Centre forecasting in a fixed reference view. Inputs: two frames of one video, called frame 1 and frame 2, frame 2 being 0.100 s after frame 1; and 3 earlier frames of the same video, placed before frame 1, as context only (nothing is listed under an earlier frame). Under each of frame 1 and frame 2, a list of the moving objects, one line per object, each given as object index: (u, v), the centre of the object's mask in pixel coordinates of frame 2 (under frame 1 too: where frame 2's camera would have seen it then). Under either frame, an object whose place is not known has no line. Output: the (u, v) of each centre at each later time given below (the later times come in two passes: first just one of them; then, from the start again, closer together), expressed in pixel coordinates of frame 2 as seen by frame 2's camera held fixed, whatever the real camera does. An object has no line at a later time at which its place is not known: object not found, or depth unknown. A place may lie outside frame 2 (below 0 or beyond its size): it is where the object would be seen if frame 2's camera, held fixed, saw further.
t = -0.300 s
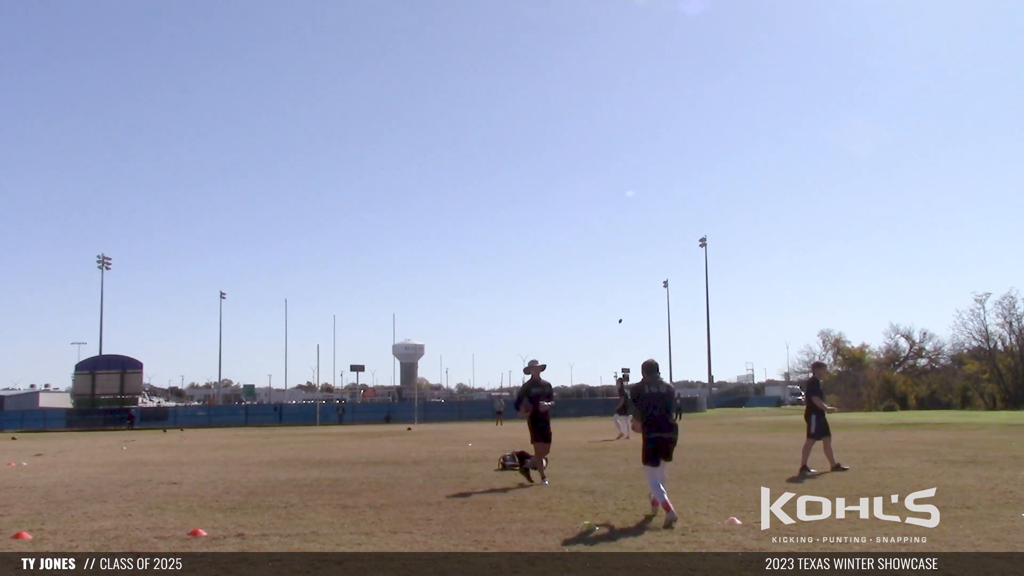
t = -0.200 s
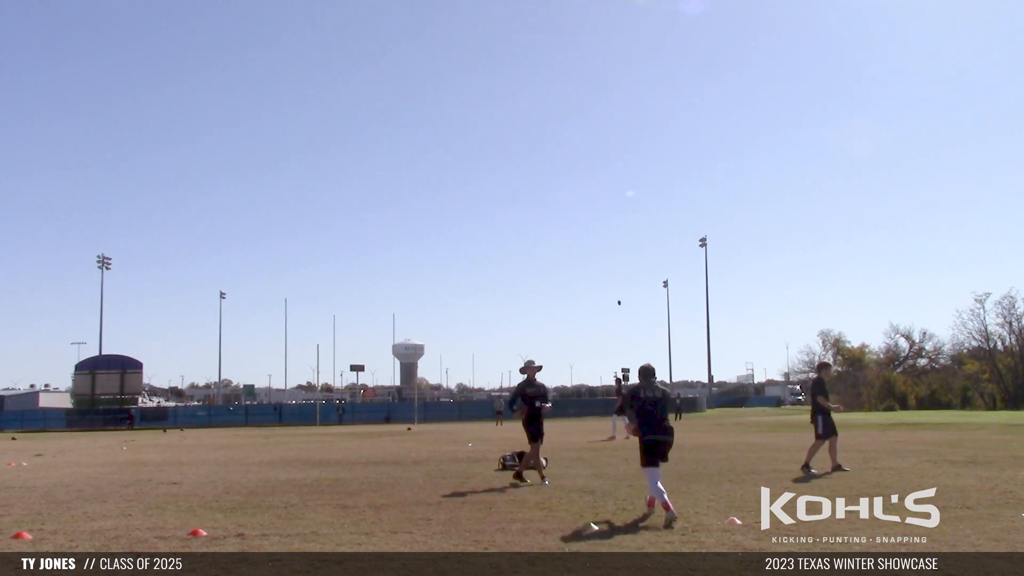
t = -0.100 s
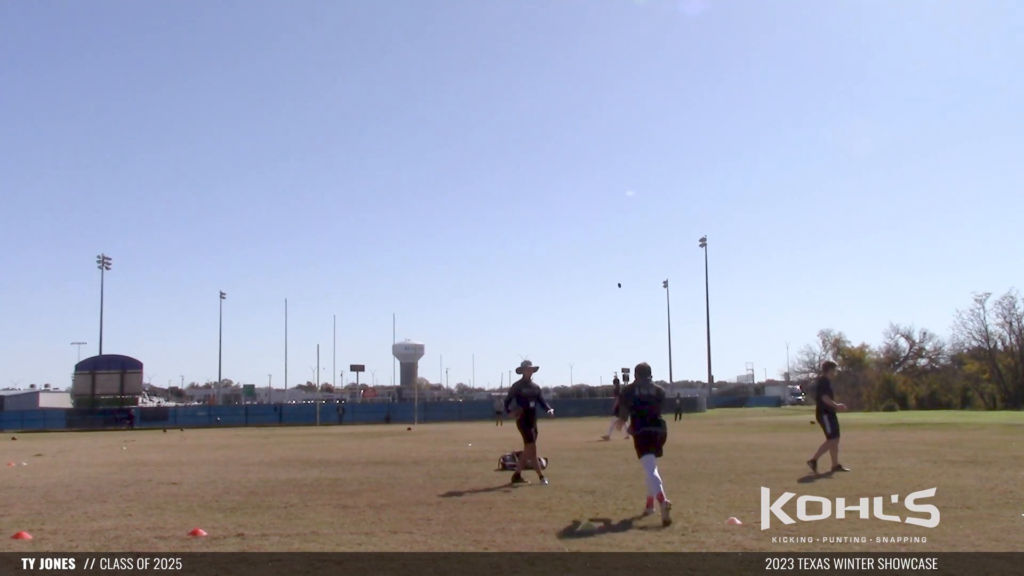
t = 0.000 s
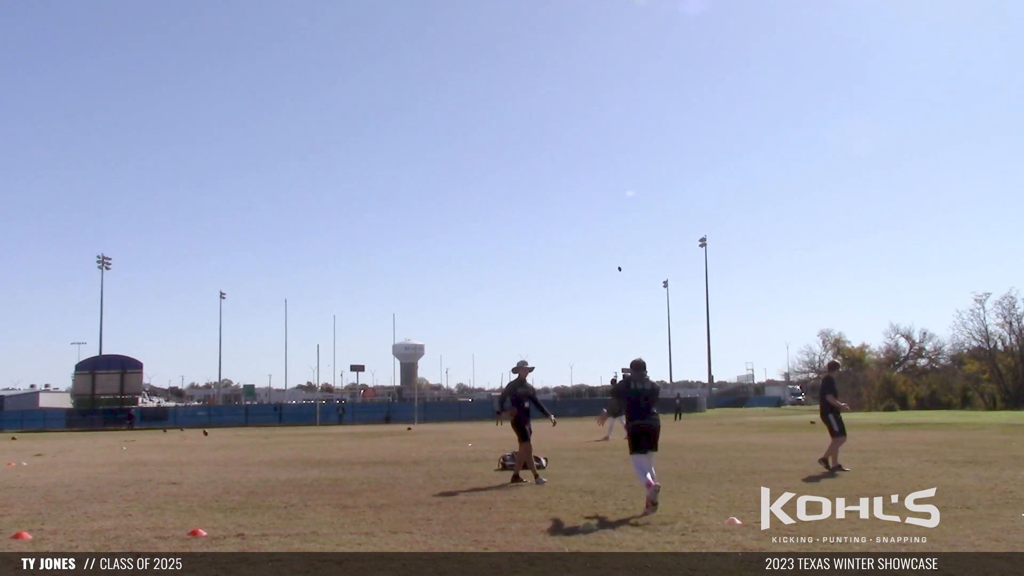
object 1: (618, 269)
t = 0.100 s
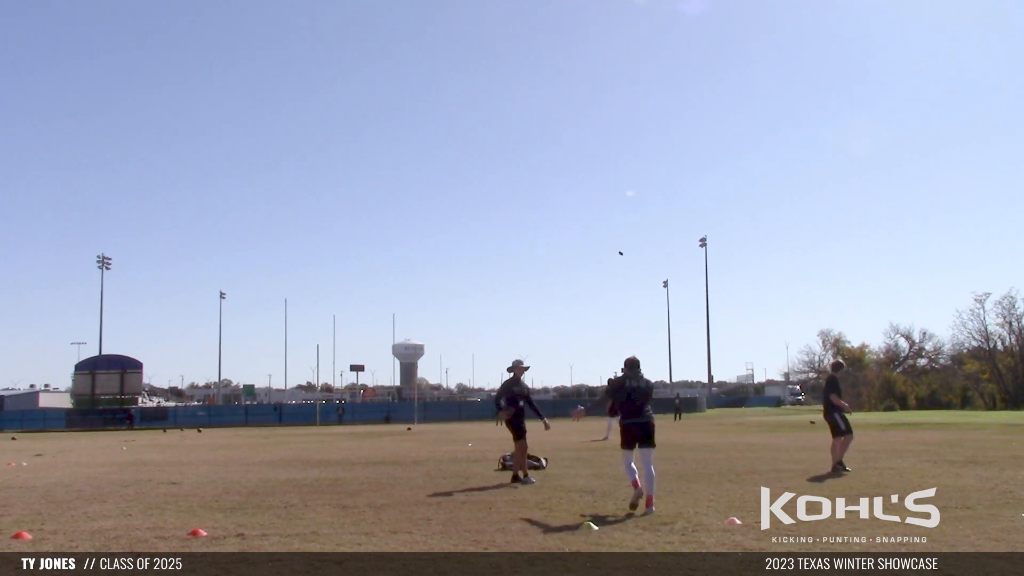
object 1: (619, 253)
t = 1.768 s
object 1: (591, 270)
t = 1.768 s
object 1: (591, 270)
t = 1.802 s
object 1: (590, 279)
